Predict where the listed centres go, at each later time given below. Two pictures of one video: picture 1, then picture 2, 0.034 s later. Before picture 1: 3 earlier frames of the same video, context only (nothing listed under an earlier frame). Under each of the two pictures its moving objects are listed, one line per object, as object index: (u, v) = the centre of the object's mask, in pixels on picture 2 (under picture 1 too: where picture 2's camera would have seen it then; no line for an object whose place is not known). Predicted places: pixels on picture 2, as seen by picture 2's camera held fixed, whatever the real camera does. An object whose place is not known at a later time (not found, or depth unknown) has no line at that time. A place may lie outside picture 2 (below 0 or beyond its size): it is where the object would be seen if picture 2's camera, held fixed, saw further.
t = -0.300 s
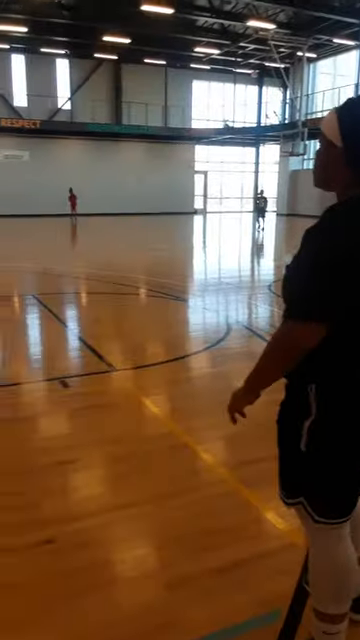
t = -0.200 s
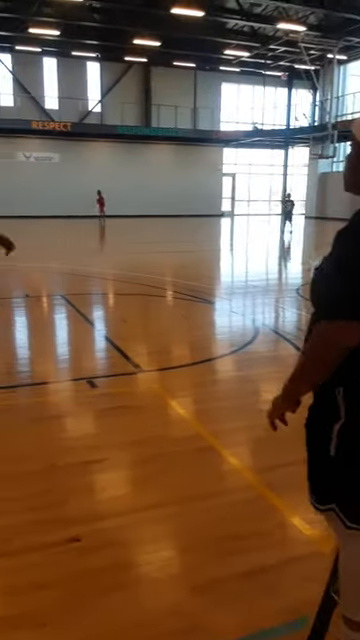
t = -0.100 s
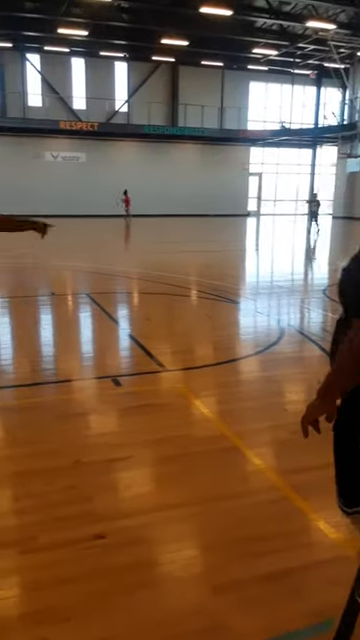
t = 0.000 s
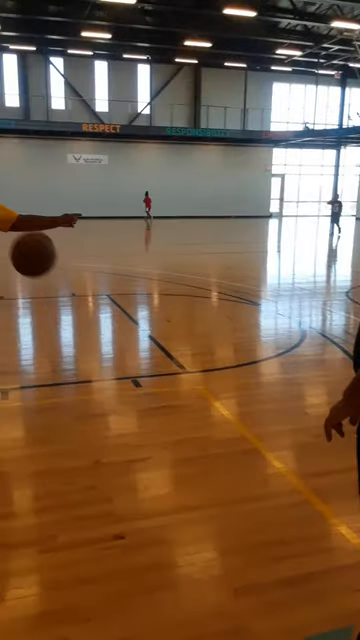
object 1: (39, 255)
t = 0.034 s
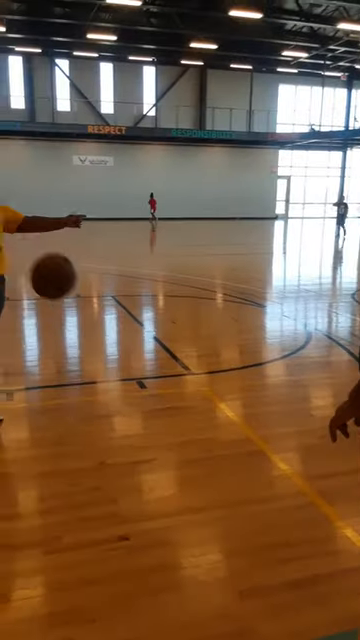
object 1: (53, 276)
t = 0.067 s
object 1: (68, 299)
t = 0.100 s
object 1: (84, 325)
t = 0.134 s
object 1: (100, 353)
